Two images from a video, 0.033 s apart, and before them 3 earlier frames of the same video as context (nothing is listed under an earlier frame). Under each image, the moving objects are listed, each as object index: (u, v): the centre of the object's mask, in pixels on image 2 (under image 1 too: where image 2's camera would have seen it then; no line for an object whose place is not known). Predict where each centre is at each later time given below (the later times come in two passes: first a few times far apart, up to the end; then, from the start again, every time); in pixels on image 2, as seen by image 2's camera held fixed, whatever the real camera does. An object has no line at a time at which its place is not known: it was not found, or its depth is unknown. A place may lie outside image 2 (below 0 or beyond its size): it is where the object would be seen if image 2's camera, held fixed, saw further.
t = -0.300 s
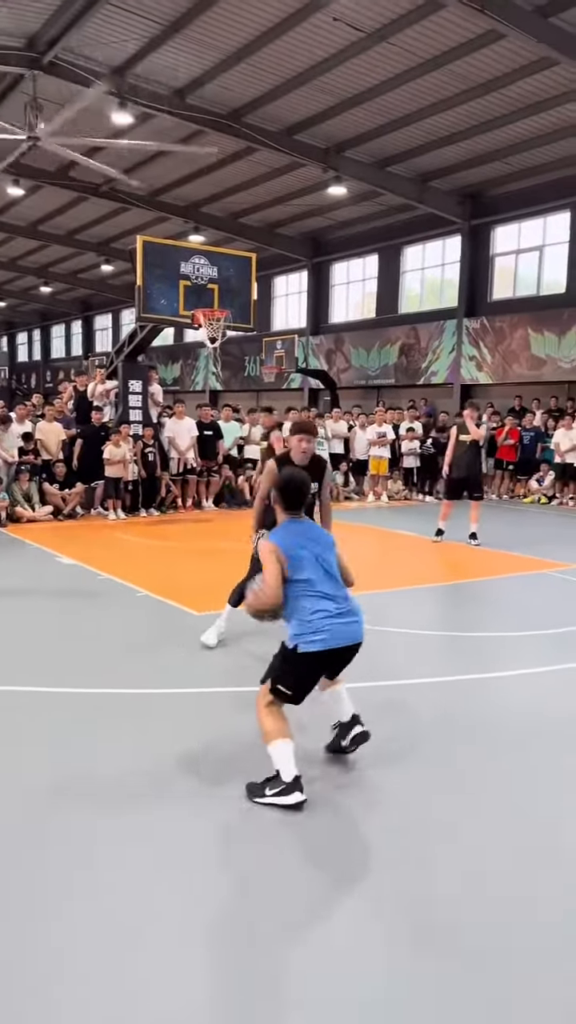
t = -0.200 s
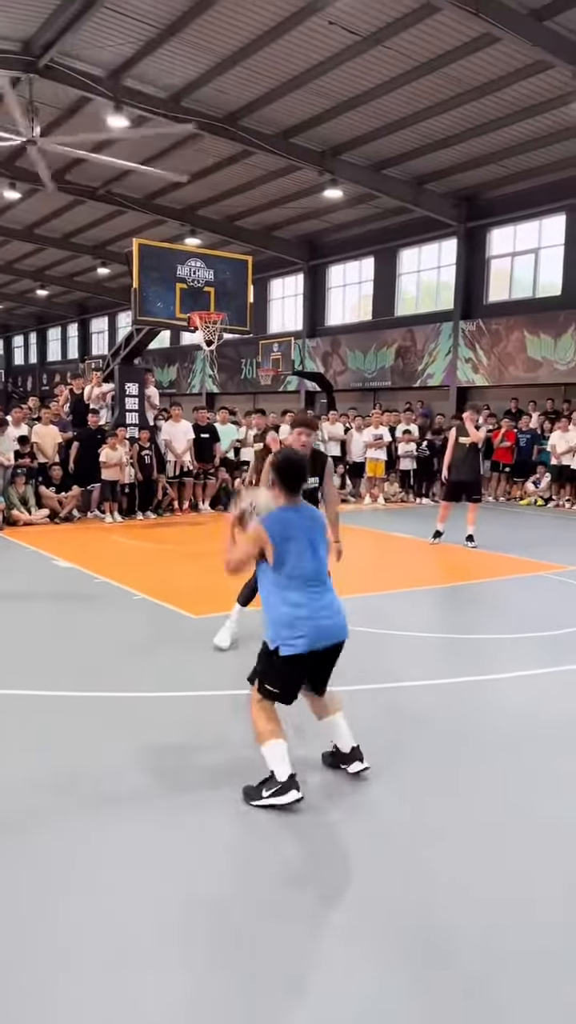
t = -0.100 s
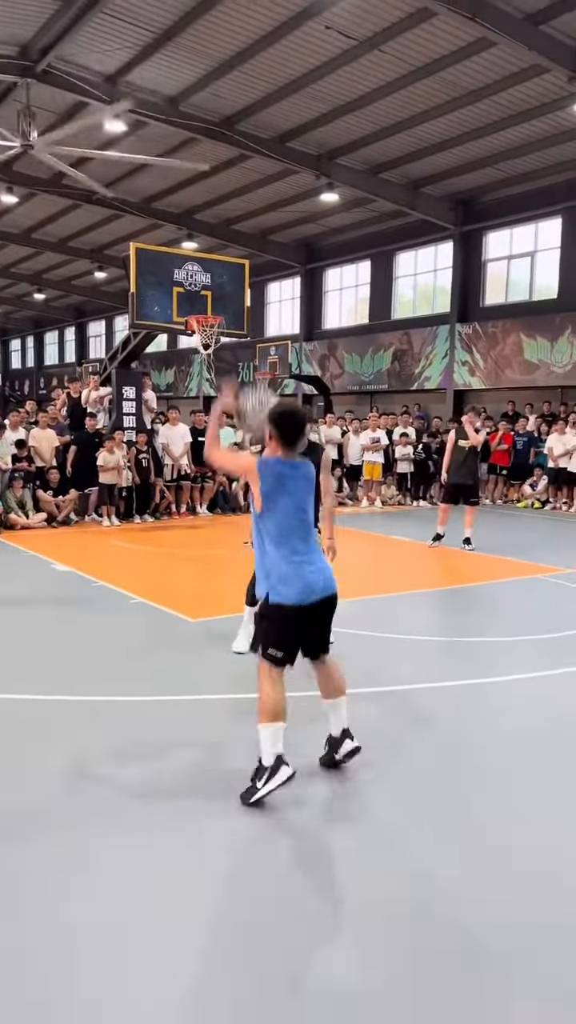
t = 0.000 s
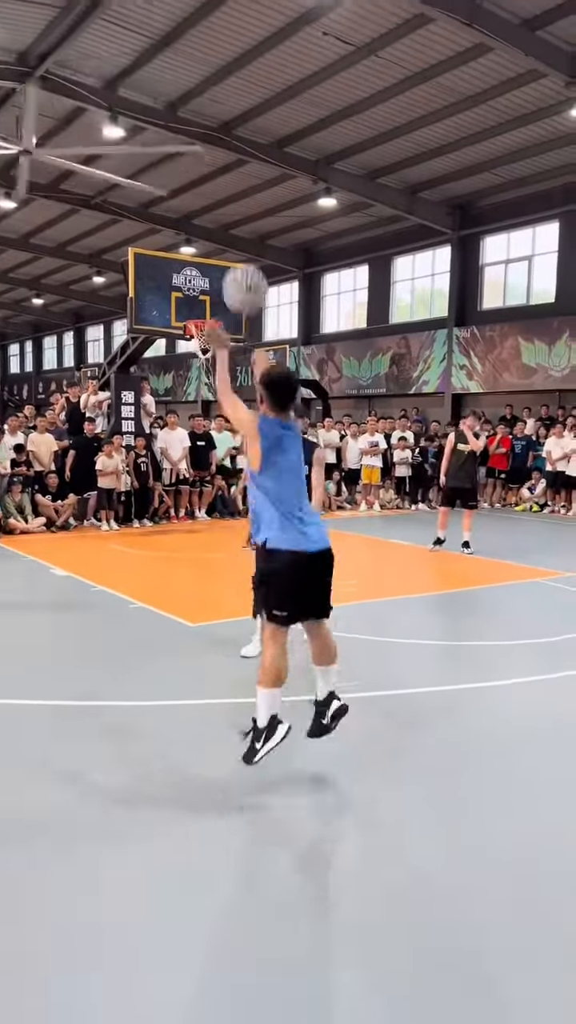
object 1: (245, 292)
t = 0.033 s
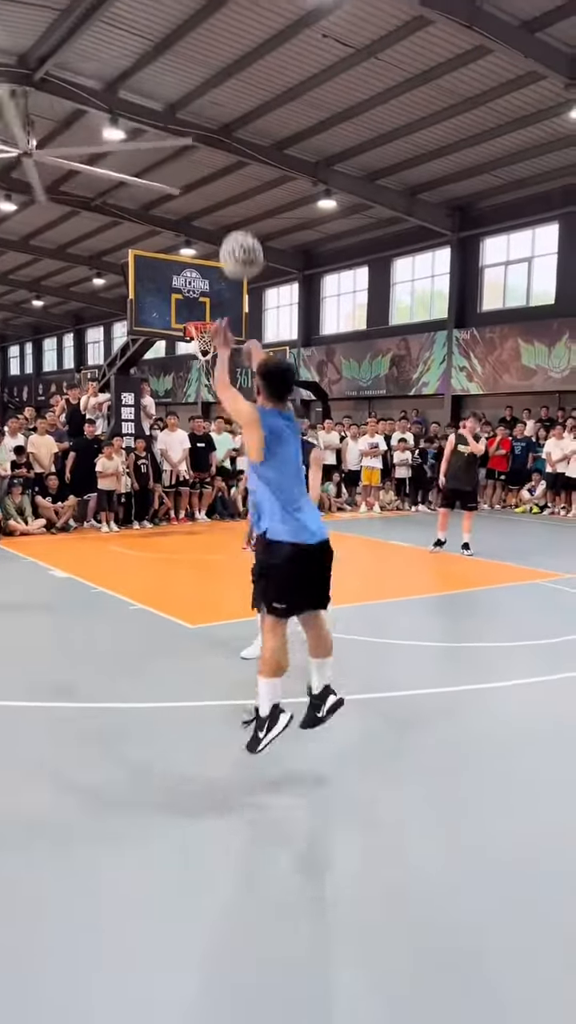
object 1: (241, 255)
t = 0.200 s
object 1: (222, 142)
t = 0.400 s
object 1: (212, 98)
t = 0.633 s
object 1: (204, 111)
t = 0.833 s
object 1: (200, 157)
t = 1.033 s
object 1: (201, 229)
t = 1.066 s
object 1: (200, 242)
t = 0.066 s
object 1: (237, 224)
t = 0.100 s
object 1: (232, 198)
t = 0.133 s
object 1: (231, 176)
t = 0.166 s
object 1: (227, 156)
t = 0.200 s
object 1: (222, 142)
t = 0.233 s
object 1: (220, 130)
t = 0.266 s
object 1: (218, 119)
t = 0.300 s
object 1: (217, 115)
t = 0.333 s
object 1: (216, 108)
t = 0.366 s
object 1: (214, 101)
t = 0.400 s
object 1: (212, 98)
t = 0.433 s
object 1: (210, 96)
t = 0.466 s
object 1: (210, 96)
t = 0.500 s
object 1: (209, 96)
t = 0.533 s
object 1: (208, 99)
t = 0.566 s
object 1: (208, 100)
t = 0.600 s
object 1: (206, 105)
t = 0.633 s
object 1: (204, 111)
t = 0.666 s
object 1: (204, 116)
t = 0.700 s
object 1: (204, 124)
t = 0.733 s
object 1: (203, 132)
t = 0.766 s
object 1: (202, 139)
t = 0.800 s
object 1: (200, 147)
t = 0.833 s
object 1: (200, 157)
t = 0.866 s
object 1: (200, 168)
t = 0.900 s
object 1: (200, 179)
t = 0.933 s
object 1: (200, 191)
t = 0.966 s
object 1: (200, 203)
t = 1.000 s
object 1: (200, 216)
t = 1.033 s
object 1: (201, 229)
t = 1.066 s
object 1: (200, 242)
